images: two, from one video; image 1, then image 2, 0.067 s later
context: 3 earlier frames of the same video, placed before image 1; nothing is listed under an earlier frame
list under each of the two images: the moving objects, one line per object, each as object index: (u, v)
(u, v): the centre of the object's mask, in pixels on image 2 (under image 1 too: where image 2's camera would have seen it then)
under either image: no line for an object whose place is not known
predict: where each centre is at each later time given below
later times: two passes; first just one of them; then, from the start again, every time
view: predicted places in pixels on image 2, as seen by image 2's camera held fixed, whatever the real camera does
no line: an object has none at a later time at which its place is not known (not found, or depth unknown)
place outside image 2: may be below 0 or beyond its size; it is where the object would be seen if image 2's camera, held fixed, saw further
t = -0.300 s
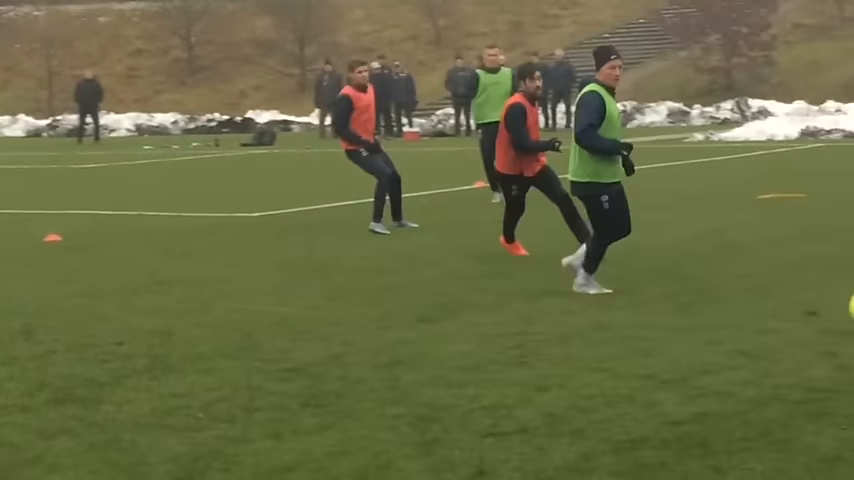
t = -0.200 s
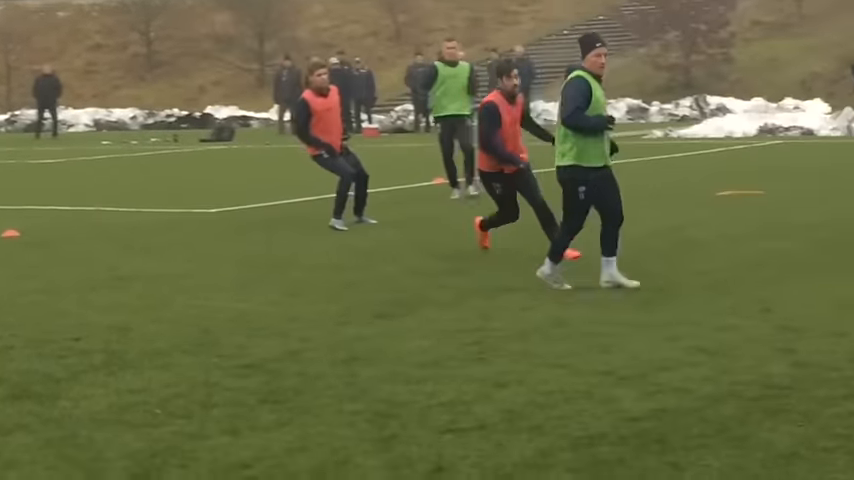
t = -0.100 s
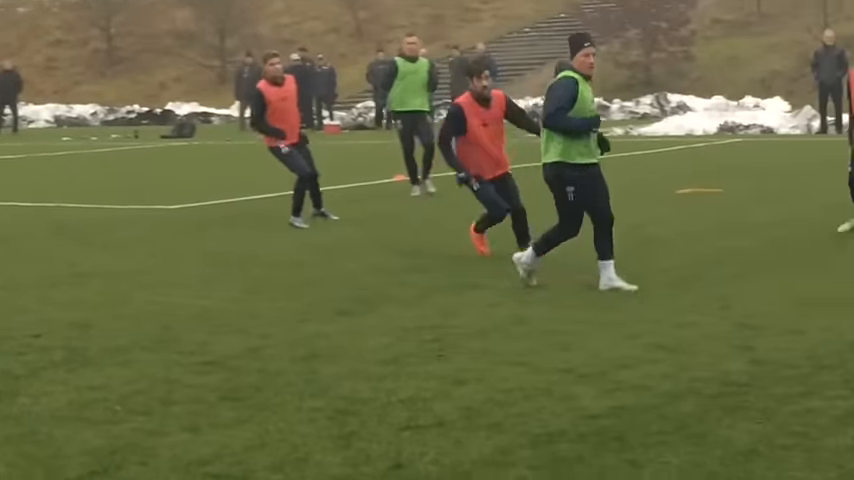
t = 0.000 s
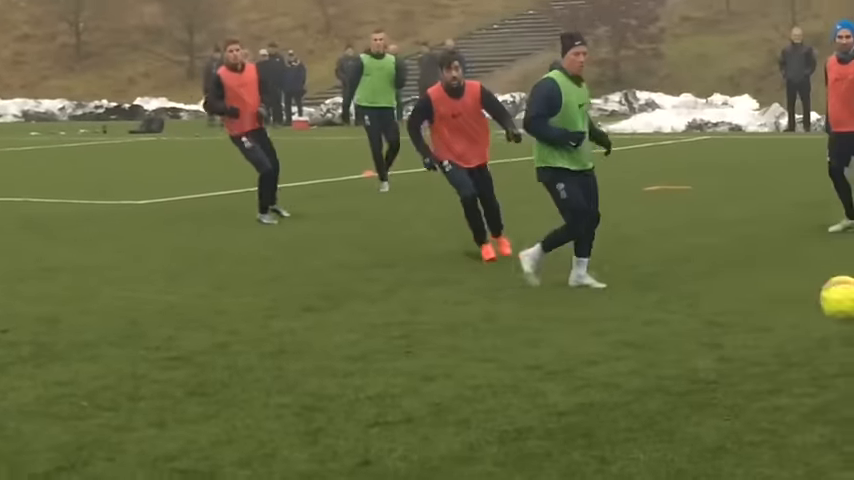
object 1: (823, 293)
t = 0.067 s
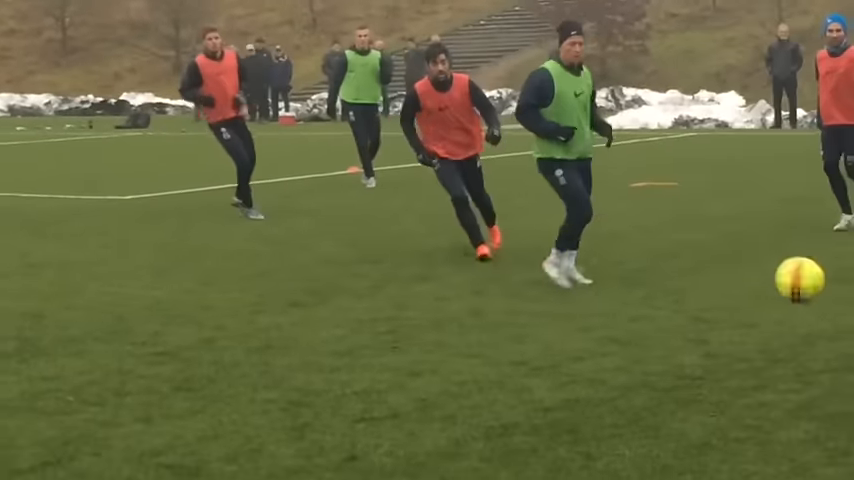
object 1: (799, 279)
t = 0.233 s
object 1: (727, 281)
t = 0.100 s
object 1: (785, 275)
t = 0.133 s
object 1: (770, 273)
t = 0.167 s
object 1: (756, 274)
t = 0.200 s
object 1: (742, 277)
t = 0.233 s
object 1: (727, 281)
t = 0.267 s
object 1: (712, 287)
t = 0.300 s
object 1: (698, 297)
